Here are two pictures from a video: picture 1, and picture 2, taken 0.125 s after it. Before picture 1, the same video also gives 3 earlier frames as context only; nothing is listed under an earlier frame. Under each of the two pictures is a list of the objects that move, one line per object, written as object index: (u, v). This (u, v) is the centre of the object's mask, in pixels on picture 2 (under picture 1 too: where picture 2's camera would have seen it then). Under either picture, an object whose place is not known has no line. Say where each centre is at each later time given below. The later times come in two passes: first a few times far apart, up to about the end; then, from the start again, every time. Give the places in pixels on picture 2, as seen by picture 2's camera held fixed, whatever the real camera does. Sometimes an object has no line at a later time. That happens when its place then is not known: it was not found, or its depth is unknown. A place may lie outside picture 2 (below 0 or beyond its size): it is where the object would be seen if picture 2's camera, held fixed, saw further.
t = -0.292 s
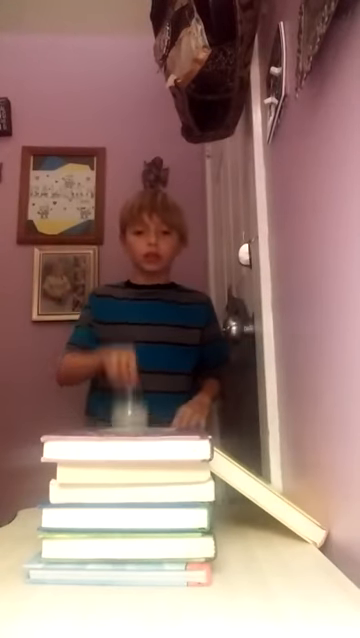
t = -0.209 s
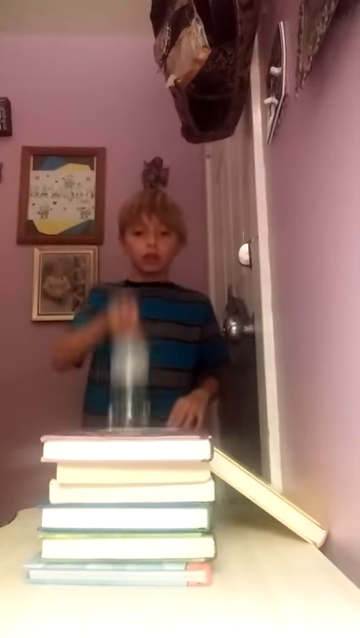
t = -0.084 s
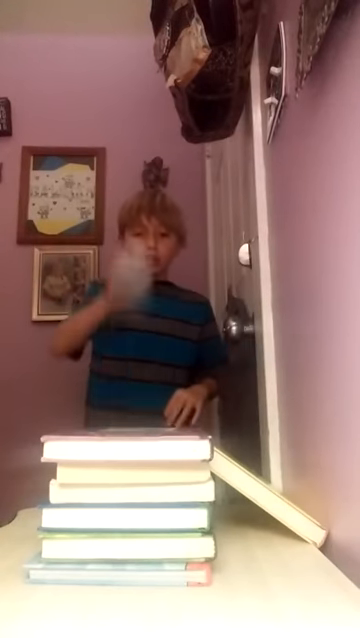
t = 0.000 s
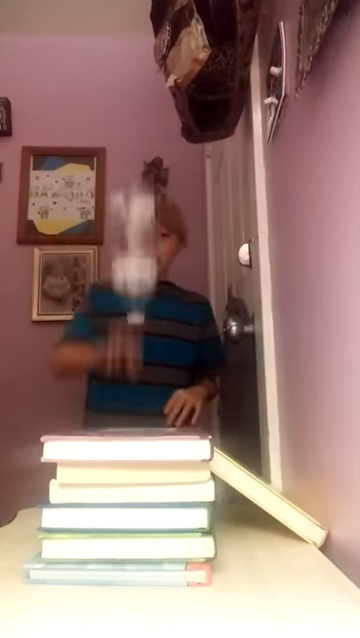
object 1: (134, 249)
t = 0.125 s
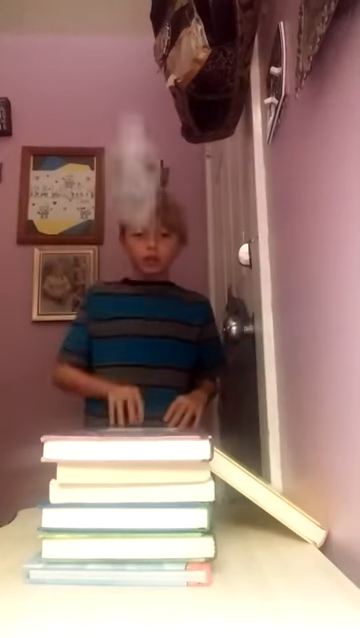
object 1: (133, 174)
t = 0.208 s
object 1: (132, 206)
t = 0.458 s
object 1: (129, 349)
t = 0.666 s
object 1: (134, 349)
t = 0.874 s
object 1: (134, 349)
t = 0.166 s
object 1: (132, 180)
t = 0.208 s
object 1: (132, 206)
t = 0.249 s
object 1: (133, 255)
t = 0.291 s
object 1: (132, 314)
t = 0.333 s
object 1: (131, 347)
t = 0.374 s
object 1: (130, 350)
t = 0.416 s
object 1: (131, 350)
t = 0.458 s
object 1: (129, 349)
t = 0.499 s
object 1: (133, 347)
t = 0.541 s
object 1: (134, 348)
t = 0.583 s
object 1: (131, 349)
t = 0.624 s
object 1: (134, 349)
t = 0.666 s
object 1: (134, 349)
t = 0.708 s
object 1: (134, 349)
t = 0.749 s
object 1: (134, 349)
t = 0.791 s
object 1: (134, 348)
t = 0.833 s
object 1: (134, 349)
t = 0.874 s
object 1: (134, 349)
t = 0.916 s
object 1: (134, 349)
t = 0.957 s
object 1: (135, 352)
